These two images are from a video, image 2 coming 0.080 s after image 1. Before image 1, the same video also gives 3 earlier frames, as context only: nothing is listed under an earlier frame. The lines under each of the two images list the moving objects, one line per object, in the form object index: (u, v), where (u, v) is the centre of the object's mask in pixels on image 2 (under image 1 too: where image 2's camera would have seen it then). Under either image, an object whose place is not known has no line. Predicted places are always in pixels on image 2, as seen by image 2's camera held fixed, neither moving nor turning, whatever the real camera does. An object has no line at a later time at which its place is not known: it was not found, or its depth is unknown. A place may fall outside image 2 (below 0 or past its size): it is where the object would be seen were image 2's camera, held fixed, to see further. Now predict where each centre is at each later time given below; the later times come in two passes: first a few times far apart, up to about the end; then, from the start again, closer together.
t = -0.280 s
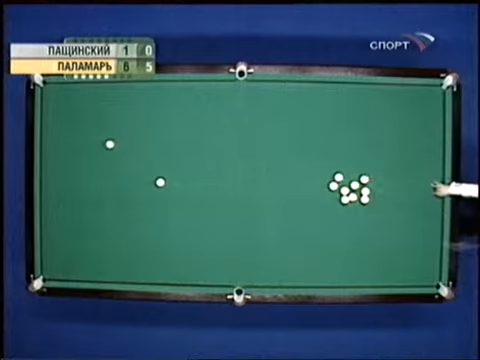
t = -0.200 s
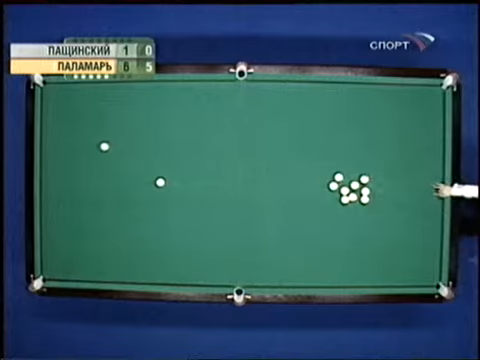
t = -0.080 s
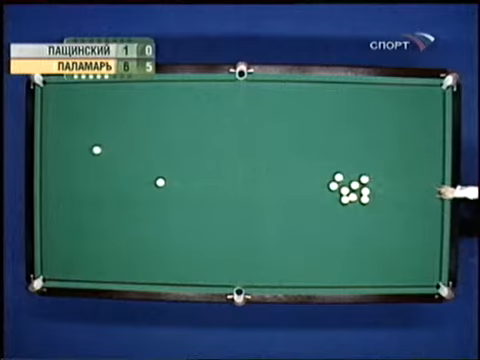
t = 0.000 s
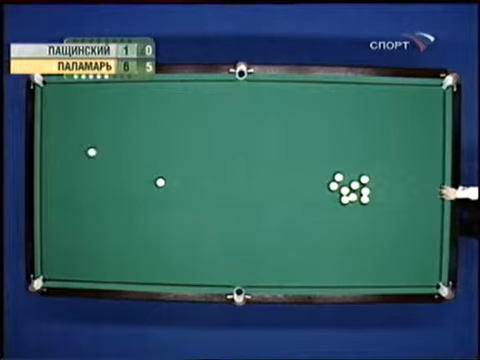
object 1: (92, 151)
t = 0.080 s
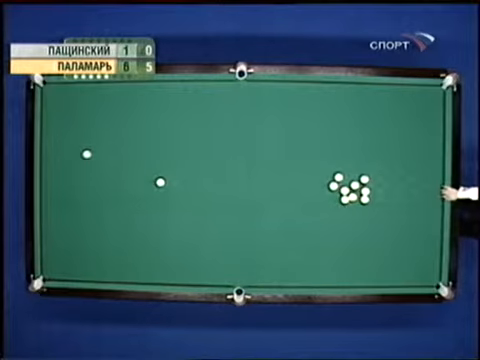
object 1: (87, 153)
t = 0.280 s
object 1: (75, 159)
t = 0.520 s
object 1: (60, 166)
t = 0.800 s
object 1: (46, 172)
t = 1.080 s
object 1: (50, 179)
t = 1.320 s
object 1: (57, 184)
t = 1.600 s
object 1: (64, 189)
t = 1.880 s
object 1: (71, 194)
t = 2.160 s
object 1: (77, 199)
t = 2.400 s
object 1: (82, 203)
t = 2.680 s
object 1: (88, 207)
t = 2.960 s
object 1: (92, 210)
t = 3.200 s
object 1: (96, 213)
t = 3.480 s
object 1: (99, 216)
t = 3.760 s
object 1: (103, 218)
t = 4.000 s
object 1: (105, 220)
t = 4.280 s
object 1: (107, 222)
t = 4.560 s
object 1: (109, 223)
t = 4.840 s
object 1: (110, 224)
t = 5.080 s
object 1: (110, 224)
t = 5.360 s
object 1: (110, 224)
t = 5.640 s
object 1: (110, 224)
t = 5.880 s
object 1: (110, 224)
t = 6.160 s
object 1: (110, 224)
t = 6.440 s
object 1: (110, 224)
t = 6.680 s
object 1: (110, 224)
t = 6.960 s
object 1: (110, 224)
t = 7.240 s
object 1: (110, 224)
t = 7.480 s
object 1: (110, 224)
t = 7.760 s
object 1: (110, 224)
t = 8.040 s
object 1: (110, 224)
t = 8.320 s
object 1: (110, 224)
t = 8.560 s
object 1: (110, 224)
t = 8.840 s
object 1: (110, 224)
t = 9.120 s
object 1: (110, 224)
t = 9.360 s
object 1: (110, 224)
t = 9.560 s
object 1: (110, 224)
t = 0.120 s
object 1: (84, 155)
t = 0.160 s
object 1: (82, 156)
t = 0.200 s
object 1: (79, 157)
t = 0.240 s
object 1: (77, 158)
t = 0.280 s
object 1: (75, 159)
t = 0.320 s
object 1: (72, 160)
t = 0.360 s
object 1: (70, 161)
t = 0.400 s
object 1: (68, 162)
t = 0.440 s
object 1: (65, 164)
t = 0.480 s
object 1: (63, 165)
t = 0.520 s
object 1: (60, 166)
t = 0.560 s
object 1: (58, 167)
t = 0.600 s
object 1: (56, 168)
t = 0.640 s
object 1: (54, 169)
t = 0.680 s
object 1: (52, 170)
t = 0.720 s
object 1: (50, 171)
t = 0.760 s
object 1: (47, 171)
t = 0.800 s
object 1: (46, 172)
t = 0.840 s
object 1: (44, 174)
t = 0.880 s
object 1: (44, 175)
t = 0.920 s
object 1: (45, 175)
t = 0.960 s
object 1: (47, 176)
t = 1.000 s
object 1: (48, 177)
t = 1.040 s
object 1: (49, 178)
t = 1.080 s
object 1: (50, 179)
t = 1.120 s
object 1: (51, 180)
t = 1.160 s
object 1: (52, 180)
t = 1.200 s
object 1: (54, 181)
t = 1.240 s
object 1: (55, 182)
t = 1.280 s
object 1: (56, 183)
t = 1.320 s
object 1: (57, 184)
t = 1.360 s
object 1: (58, 185)
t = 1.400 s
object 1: (59, 185)
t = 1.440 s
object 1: (60, 186)
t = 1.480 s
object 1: (61, 187)
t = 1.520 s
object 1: (62, 188)
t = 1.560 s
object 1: (63, 188)
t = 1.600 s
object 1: (64, 189)
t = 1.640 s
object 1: (65, 190)
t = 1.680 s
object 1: (66, 191)
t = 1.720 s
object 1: (67, 191)
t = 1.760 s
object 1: (68, 192)
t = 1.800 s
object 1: (69, 193)
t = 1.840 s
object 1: (70, 194)
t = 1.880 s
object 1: (71, 194)
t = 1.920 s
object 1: (72, 195)
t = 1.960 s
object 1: (73, 196)
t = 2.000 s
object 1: (74, 196)
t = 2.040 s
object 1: (75, 197)
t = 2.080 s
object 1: (76, 198)
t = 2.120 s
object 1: (76, 199)
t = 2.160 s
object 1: (77, 199)
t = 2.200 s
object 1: (78, 200)
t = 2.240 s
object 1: (79, 200)
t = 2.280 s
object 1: (80, 201)
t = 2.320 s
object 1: (81, 202)
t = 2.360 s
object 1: (82, 202)
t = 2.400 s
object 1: (82, 203)
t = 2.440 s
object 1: (83, 203)
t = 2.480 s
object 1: (84, 204)
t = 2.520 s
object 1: (85, 205)
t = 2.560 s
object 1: (86, 205)
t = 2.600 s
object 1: (86, 206)
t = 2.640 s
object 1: (87, 206)
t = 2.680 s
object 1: (88, 207)
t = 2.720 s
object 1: (88, 207)
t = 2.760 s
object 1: (89, 208)
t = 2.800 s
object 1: (90, 208)
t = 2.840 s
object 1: (90, 209)
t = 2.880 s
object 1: (91, 209)
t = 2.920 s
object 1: (92, 210)
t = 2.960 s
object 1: (92, 210)
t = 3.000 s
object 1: (93, 211)
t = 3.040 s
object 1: (94, 211)
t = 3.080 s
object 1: (94, 212)
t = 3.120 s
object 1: (95, 212)
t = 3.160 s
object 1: (95, 213)
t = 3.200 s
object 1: (96, 213)
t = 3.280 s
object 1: (97, 214)
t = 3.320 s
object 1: (97, 214)
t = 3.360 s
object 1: (98, 215)
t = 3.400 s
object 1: (98, 215)
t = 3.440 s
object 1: (99, 216)
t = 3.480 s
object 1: (99, 216)
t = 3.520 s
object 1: (100, 216)
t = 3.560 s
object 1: (100, 217)
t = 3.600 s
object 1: (101, 217)
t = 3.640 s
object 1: (101, 217)
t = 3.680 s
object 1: (102, 218)
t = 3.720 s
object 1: (102, 218)
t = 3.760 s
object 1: (103, 218)
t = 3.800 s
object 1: (103, 219)
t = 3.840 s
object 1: (104, 219)
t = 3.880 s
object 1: (104, 220)
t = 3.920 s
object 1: (104, 220)
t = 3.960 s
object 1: (105, 220)
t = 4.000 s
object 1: (105, 220)
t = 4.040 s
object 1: (105, 221)
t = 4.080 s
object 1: (106, 221)
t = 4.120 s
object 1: (106, 221)
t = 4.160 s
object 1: (106, 221)
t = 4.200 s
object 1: (107, 221)
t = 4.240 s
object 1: (107, 222)
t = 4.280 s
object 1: (107, 222)
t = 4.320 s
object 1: (108, 222)
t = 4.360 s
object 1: (108, 222)
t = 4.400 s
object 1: (108, 222)
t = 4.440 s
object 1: (108, 222)
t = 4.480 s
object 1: (109, 223)
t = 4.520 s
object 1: (109, 223)
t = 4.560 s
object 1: (109, 223)
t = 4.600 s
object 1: (109, 223)
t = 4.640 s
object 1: (109, 223)
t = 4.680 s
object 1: (110, 223)
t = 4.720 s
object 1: (110, 224)
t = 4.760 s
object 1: (110, 224)
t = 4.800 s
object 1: (110, 224)
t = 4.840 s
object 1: (110, 224)
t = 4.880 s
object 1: (110, 224)
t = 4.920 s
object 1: (110, 224)
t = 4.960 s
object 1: (110, 224)
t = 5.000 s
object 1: (110, 224)
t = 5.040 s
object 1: (110, 224)
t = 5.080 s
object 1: (110, 224)
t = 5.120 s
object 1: (110, 224)
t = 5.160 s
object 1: (110, 224)
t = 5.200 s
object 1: (110, 224)
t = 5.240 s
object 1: (110, 224)
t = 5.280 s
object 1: (110, 224)
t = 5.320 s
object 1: (110, 224)
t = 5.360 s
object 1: (110, 224)
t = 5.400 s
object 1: (110, 224)
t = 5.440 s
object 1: (110, 224)
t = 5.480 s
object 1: (110, 224)
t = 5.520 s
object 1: (110, 224)
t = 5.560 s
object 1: (110, 224)
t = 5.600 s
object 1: (110, 224)
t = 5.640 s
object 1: (110, 224)
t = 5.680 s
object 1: (110, 224)
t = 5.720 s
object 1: (110, 224)
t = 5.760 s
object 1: (110, 224)
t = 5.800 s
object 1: (110, 224)
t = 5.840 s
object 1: (110, 224)
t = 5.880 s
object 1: (110, 224)
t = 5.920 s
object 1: (110, 224)
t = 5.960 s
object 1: (110, 224)
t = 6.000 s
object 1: (110, 224)
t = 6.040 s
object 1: (110, 224)
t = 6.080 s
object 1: (110, 224)
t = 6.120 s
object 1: (110, 224)
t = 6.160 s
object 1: (110, 224)
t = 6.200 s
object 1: (110, 224)
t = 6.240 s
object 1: (110, 224)
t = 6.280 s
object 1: (110, 224)
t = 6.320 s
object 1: (110, 224)
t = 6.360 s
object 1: (110, 224)
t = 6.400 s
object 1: (110, 224)
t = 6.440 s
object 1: (110, 224)
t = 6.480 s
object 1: (110, 224)
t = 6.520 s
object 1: (110, 224)
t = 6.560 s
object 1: (110, 224)
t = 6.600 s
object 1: (110, 224)
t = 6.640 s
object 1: (110, 224)
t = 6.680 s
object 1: (110, 224)
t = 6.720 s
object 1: (110, 224)
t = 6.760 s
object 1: (110, 224)
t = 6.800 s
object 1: (110, 224)
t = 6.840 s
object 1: (110, 224)
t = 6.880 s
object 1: (110, 224)
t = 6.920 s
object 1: (110, 224)
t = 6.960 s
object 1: (110, 224)
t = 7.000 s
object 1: (110, 224)
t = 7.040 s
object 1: (110, 224)
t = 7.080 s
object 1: (110, 224)
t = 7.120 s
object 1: (110, 224)
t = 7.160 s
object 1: (110, 224)
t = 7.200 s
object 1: (110, 224)
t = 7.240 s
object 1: (110, 224)
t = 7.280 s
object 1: (110, 224)
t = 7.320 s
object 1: (110, 224)
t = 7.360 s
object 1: (110, 224)
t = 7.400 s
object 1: (110, 224)
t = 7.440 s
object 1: (110, 224)
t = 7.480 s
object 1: (110, 224)
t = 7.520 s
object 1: (110, 224)
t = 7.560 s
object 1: (110, 224)
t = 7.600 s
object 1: (110, 224)
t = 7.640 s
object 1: (110, 224)
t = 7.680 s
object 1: (110, 224)
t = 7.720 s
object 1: (110, 224)
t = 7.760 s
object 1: (110, 224)
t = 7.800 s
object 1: (110, 224)
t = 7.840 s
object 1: (110, 224)
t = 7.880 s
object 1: (110, 224)
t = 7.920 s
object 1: (110, 224)
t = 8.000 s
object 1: (110, 224)
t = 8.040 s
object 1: (110, 224)
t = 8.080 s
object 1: (110, 224)
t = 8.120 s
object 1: (110, 224)
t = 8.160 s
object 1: (110, 224)
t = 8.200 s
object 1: (110, 224)
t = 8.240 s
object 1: (110, 224)
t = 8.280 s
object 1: (110, 224)
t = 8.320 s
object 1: (110, 224)
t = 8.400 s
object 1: (110, 224)
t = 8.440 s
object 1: (110, 224)
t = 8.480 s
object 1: (110, 224)
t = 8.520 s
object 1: (110, 224)
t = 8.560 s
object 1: (110, 224)
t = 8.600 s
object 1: (110, 224)
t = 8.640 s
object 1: (110, 224)
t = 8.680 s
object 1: (110, 224)
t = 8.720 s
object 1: (110, 224)
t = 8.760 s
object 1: (110, 224)
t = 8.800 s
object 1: (110, 224)
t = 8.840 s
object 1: (110, 224)
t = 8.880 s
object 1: (110, 224)
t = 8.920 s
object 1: (110, 224)
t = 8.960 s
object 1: (110, 224)
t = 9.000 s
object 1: (110, 224)
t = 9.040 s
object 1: (110, 224)
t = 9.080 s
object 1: (110, 224)
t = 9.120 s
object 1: (110, 224)
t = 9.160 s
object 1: (110, 224)
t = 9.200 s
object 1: (110, 224)
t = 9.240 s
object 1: (110, 224)
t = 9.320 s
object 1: (110, 224)
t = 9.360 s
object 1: (110, 224)
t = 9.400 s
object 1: (110, 224)
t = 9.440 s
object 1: (110, 225)
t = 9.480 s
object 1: (110, 224)
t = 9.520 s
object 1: (110, 225)
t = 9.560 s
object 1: (110, 224)
